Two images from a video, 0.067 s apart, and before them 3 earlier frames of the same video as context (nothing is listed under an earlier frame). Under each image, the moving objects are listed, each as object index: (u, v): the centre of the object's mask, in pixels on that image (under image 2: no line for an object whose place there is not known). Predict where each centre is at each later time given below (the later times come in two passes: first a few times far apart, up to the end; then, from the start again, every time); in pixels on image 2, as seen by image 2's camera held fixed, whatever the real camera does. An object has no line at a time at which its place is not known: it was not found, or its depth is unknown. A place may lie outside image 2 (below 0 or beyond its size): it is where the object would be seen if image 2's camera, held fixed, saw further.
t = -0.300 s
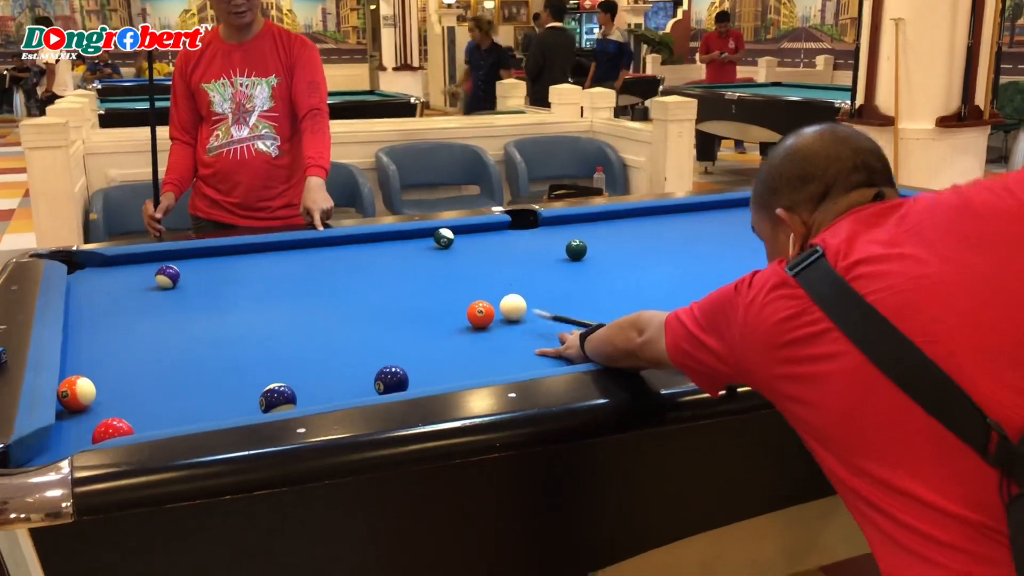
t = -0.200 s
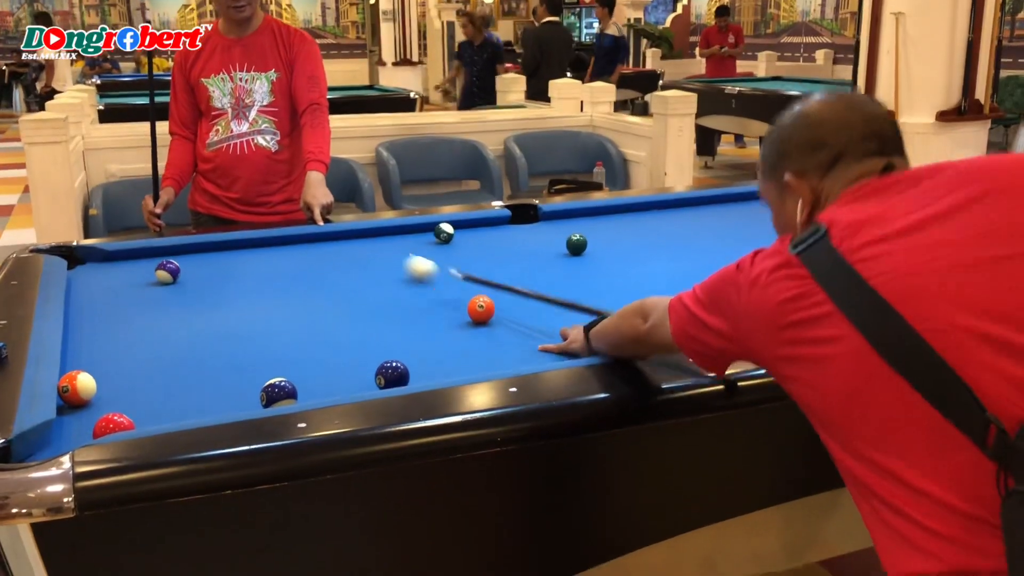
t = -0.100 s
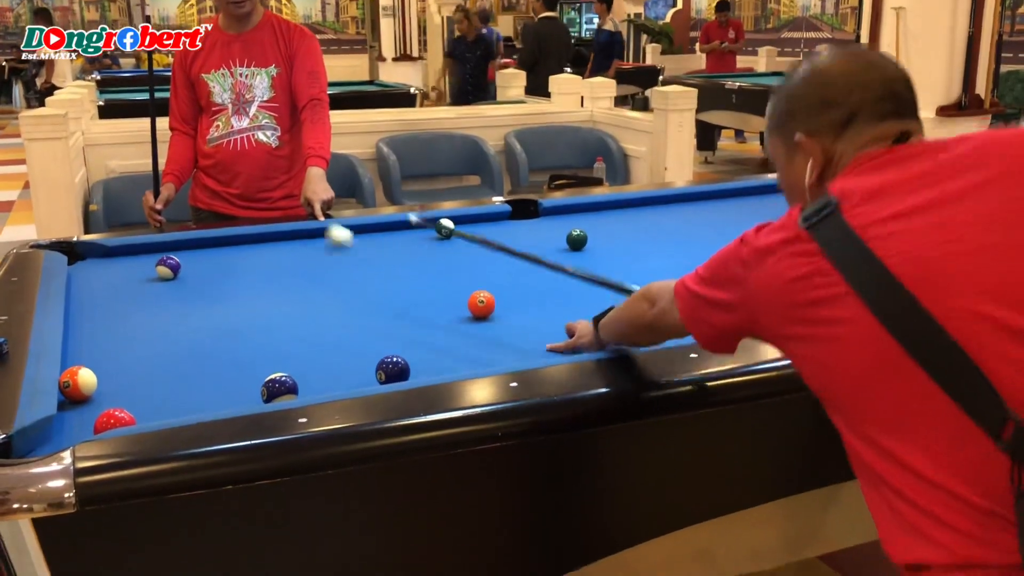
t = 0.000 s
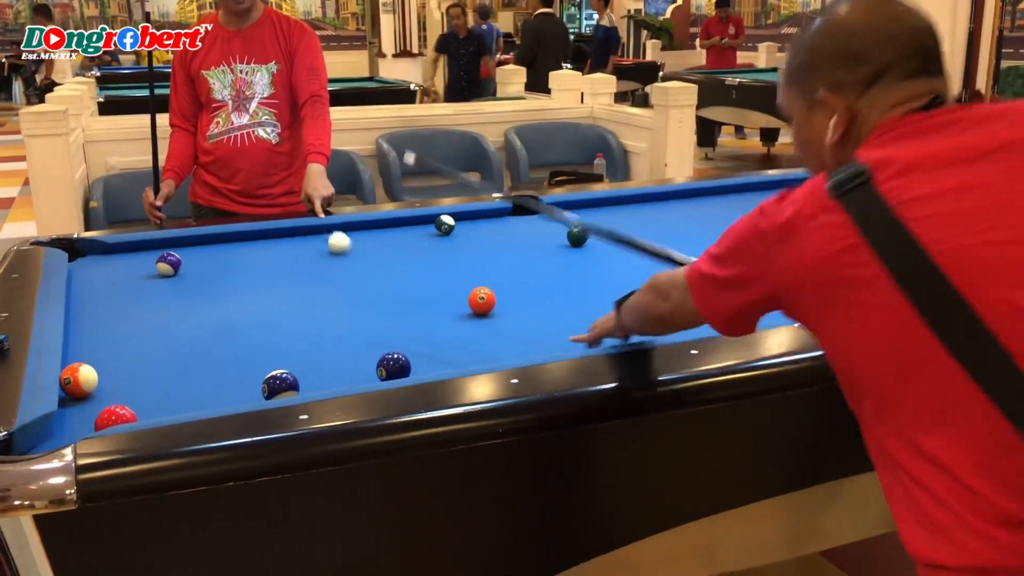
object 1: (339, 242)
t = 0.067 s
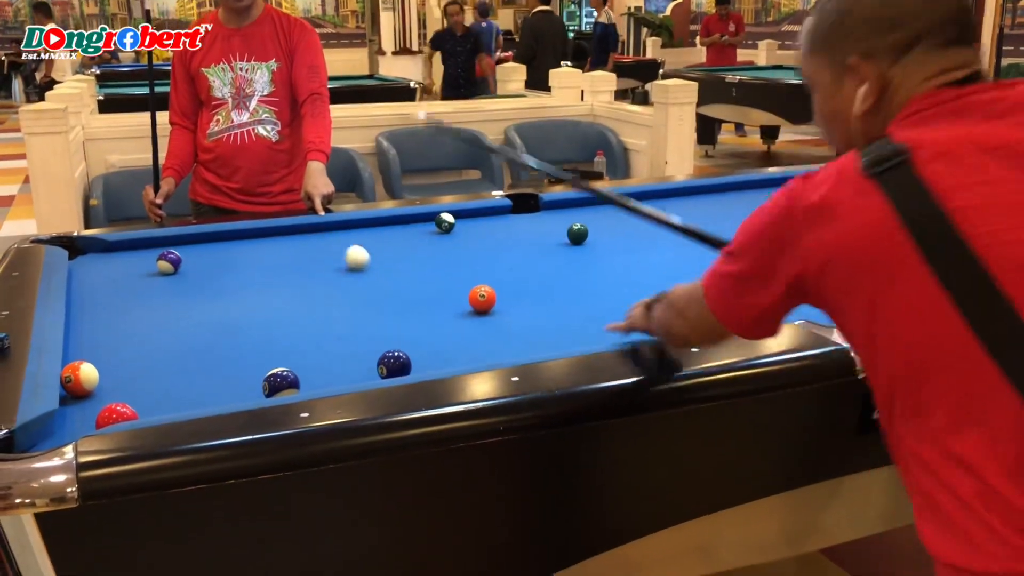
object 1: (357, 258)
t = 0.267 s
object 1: (422, 316)
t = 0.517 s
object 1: (443, 323)
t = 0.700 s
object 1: (417, 286)
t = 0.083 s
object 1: (362, 261)
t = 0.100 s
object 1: (366, 266)
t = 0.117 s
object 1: (371, 271)
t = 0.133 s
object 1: (376, 275)
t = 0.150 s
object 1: (382, 280)
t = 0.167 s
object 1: (387, 285)
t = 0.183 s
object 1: (392, 290)
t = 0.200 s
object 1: (398, 295)
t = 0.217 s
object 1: (403, 300)
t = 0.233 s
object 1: (409, 305)
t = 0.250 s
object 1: (416, 311)
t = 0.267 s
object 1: (422, 316)
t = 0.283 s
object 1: (428, 322)
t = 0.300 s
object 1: (436, 328)
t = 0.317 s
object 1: (442, 334)
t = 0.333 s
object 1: (450, 341)
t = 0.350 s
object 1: (457, 348)
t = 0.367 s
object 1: (465, 353)
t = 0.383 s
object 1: (473, 356)
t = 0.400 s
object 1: (471, 355)
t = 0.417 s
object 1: (466, 352)
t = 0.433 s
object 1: (462, 347)
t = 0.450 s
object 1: (458, 342)
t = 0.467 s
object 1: (454, 337)
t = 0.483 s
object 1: (450, 332)
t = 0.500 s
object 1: (446, 328)
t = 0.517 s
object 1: (443, 323)
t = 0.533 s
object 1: (440, 319)
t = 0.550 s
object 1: (437, 315)
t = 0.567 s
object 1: (434, 311)
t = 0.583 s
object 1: (432, 308)
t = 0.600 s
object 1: (429, 304)
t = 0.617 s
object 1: (427, 301)
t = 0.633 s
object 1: (425, 298)
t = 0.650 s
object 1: (423, 295)
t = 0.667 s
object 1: (421, 292)
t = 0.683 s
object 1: (419, 290)
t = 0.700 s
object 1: (417, 286)
